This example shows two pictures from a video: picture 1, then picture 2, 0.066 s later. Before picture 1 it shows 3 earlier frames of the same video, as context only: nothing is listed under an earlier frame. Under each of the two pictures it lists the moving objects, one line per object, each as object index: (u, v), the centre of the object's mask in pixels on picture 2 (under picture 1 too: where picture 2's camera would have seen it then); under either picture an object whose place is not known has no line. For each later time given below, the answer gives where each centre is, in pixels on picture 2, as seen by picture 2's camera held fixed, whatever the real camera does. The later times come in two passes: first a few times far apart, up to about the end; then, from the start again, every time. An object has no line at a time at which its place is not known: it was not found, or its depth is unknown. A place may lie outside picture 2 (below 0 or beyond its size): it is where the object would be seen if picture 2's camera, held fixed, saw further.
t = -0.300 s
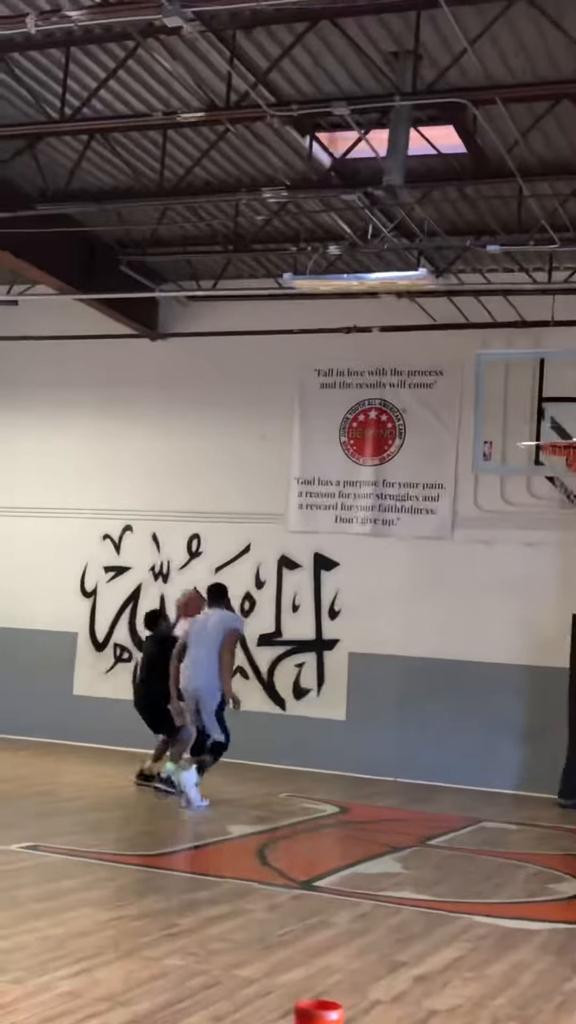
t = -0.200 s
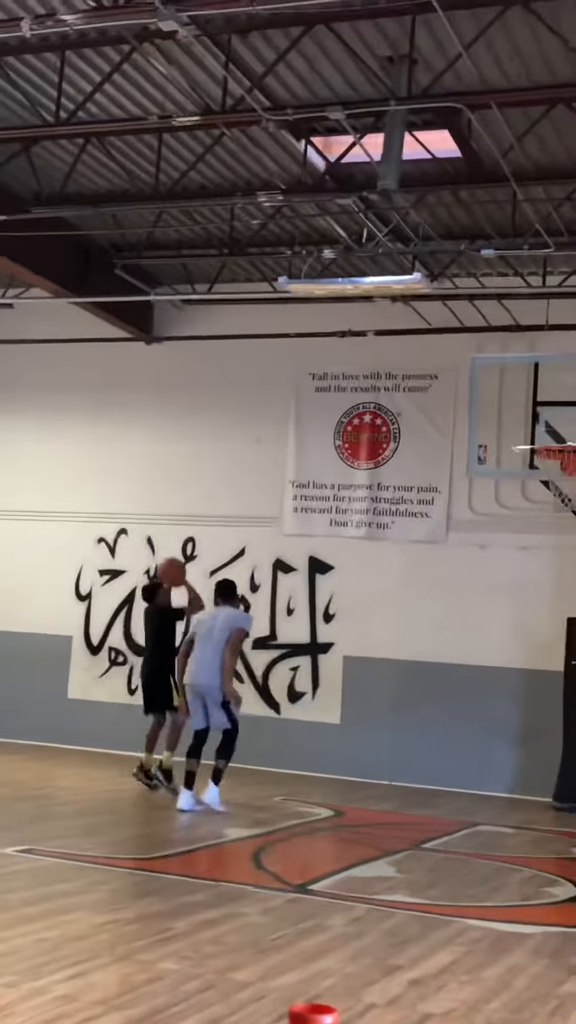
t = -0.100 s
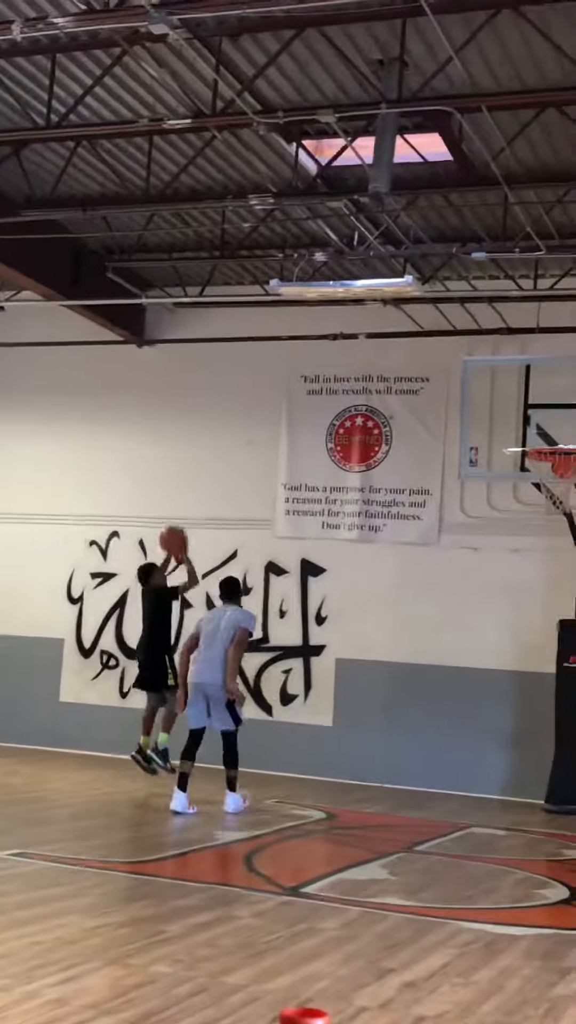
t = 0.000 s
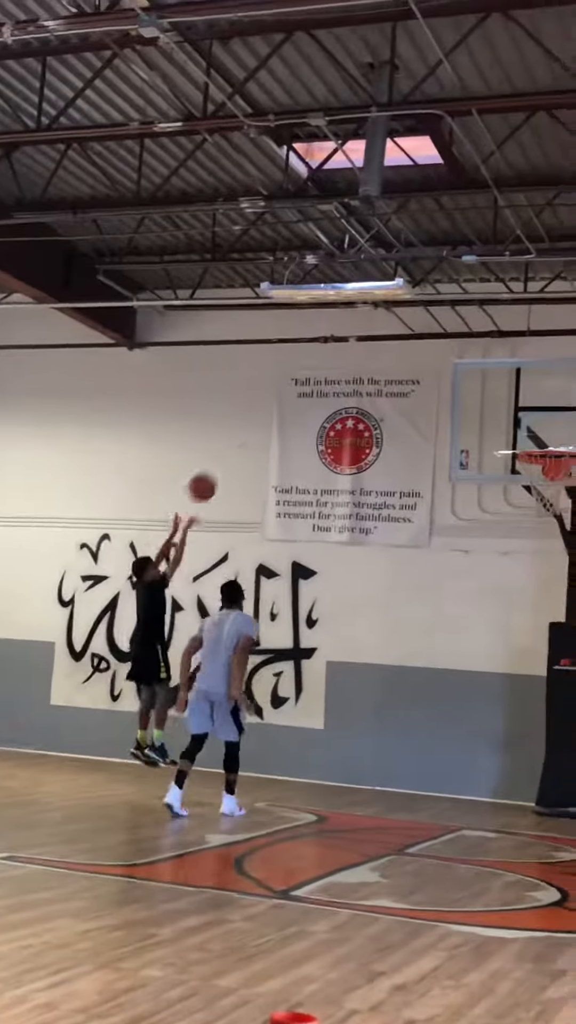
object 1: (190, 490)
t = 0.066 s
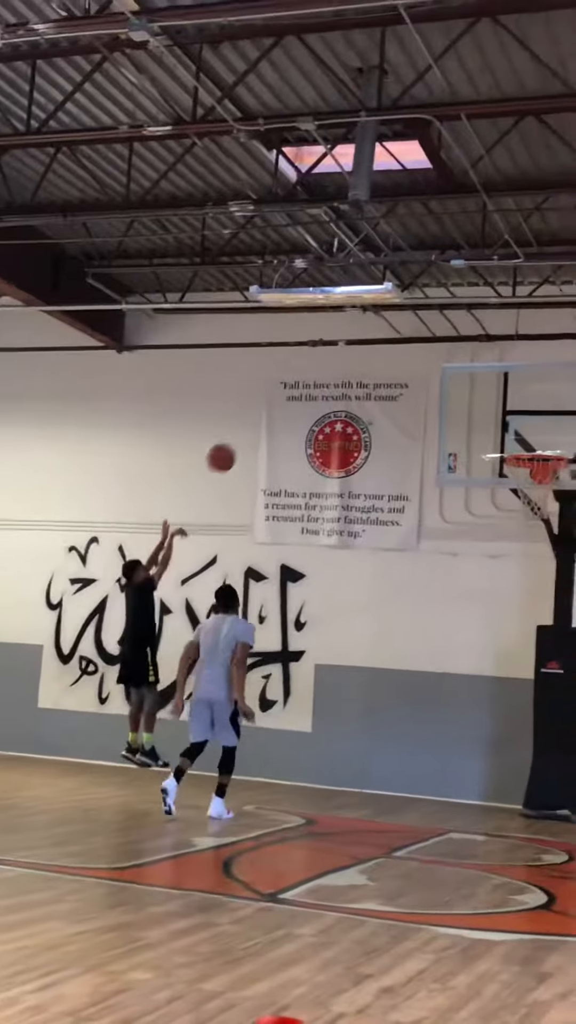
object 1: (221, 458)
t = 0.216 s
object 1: (288, 403)
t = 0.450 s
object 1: (388, 368)
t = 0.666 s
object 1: (477, 391)
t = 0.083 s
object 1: (228, 450)
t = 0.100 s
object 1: (236, 443)
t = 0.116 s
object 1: (243, 436)
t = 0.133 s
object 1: (251, 430)
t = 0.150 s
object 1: (259, 424)
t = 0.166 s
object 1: (266, 418)
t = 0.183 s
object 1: (273, 413)
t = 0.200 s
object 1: (280, 408)
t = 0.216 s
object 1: (288, 403)
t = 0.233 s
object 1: (295, 398)
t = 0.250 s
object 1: (303, 394)
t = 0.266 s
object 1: (311, 390)
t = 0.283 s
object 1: (317, 386)
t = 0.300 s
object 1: (324, 384)
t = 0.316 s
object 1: (331, 381)
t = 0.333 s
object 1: (339, 378)
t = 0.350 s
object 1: (345, 376)
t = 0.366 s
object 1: (352, 374)
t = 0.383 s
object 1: (359, 373)
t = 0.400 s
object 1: (366, 371)
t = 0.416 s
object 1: (373, 370)
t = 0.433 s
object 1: (381, 369)
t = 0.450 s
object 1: (388, 368)
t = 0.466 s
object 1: (394, 368)
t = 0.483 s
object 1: (402, 369)
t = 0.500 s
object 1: (408, 368)
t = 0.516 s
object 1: (415, 370)
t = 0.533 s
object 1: (422, 371)
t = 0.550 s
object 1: (429, 372)
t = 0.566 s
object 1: (436, 374)
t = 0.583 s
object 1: (443, 376)
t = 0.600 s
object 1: (450, 379)
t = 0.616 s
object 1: (457, 382)
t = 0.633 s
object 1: (464, 384)
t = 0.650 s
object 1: (470, 388)
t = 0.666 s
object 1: (477, 391)
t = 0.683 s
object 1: (484, 396)
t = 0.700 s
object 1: (487, 398)
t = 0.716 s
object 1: (498, 406)
